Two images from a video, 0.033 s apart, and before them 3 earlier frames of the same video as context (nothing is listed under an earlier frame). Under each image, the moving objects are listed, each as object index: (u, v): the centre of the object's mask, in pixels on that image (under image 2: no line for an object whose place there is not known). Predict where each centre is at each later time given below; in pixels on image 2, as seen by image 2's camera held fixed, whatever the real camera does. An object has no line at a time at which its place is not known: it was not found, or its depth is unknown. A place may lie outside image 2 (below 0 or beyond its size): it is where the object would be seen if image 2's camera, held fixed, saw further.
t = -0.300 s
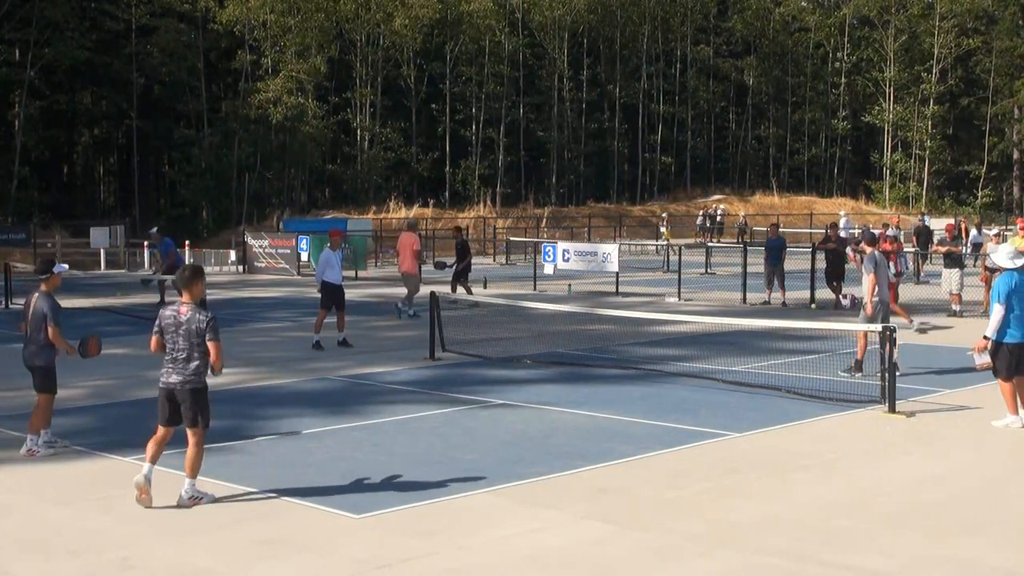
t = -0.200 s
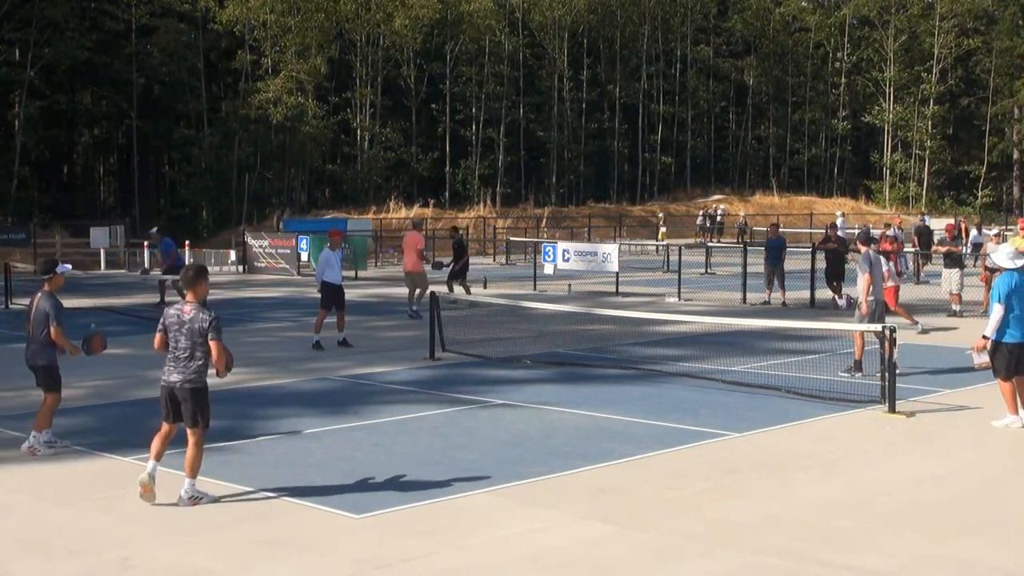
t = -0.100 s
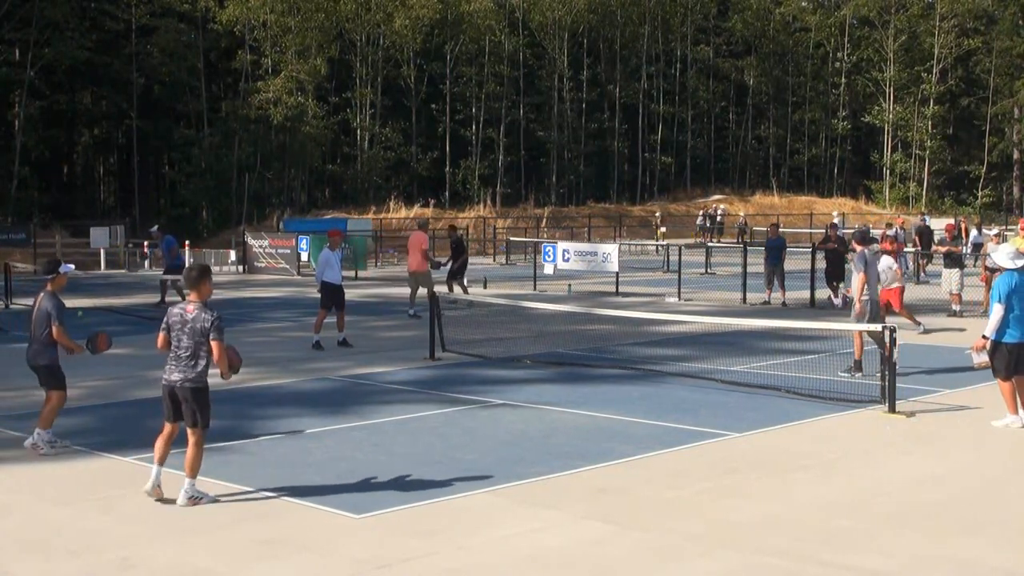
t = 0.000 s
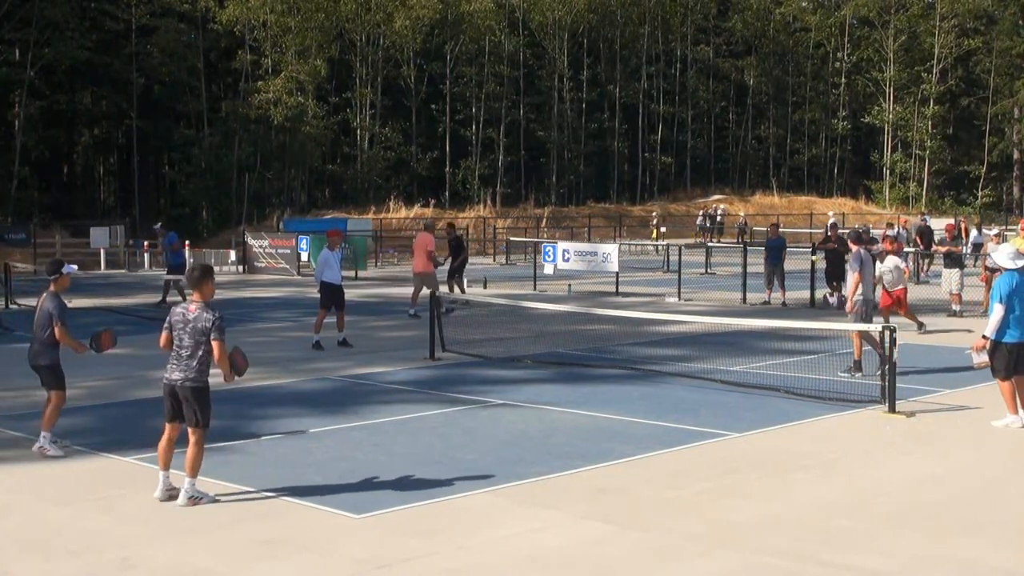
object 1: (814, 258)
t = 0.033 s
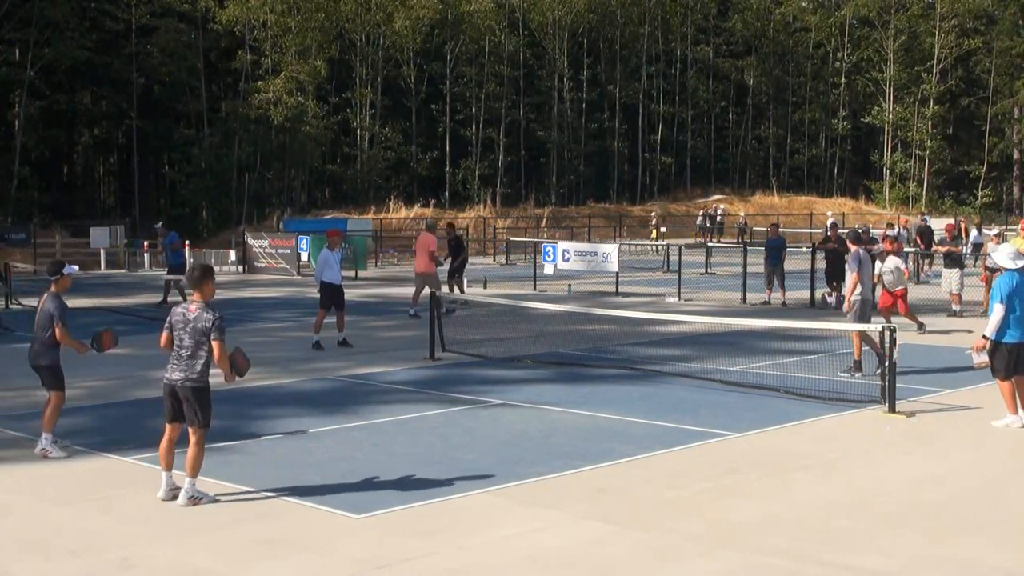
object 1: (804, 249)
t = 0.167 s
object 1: (766, 217)
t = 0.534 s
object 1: (657, 165)
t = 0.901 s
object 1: (535, 190)
